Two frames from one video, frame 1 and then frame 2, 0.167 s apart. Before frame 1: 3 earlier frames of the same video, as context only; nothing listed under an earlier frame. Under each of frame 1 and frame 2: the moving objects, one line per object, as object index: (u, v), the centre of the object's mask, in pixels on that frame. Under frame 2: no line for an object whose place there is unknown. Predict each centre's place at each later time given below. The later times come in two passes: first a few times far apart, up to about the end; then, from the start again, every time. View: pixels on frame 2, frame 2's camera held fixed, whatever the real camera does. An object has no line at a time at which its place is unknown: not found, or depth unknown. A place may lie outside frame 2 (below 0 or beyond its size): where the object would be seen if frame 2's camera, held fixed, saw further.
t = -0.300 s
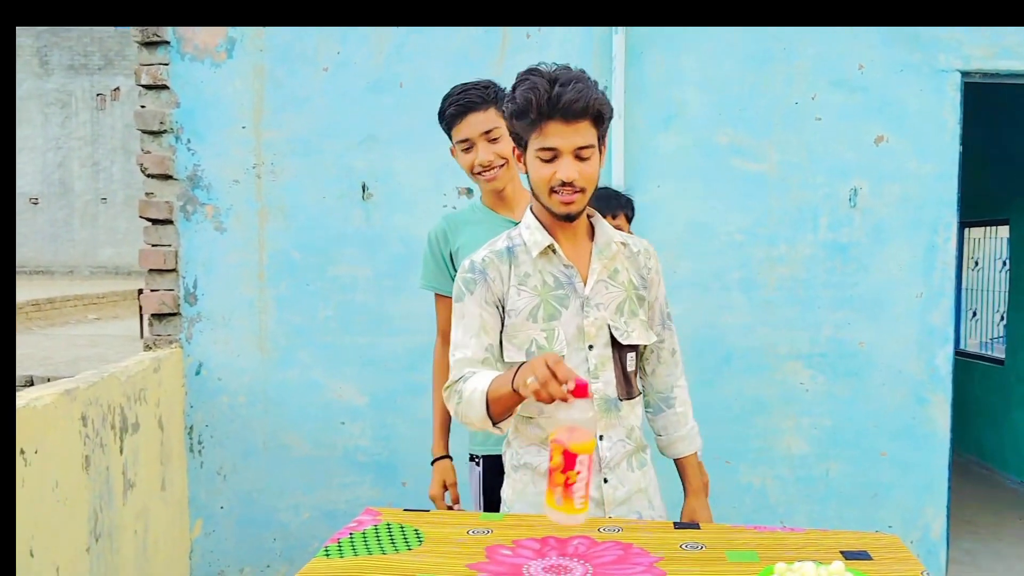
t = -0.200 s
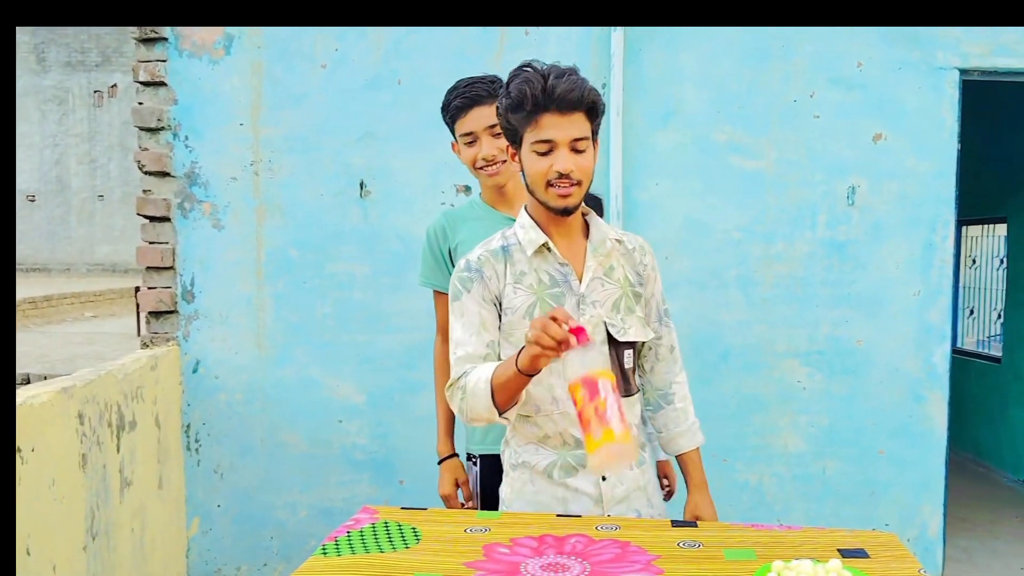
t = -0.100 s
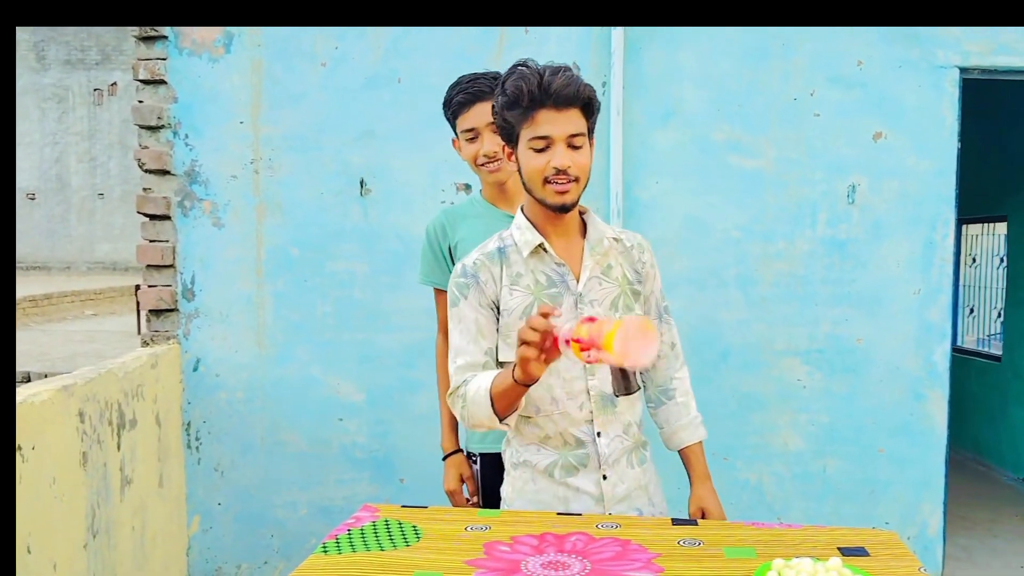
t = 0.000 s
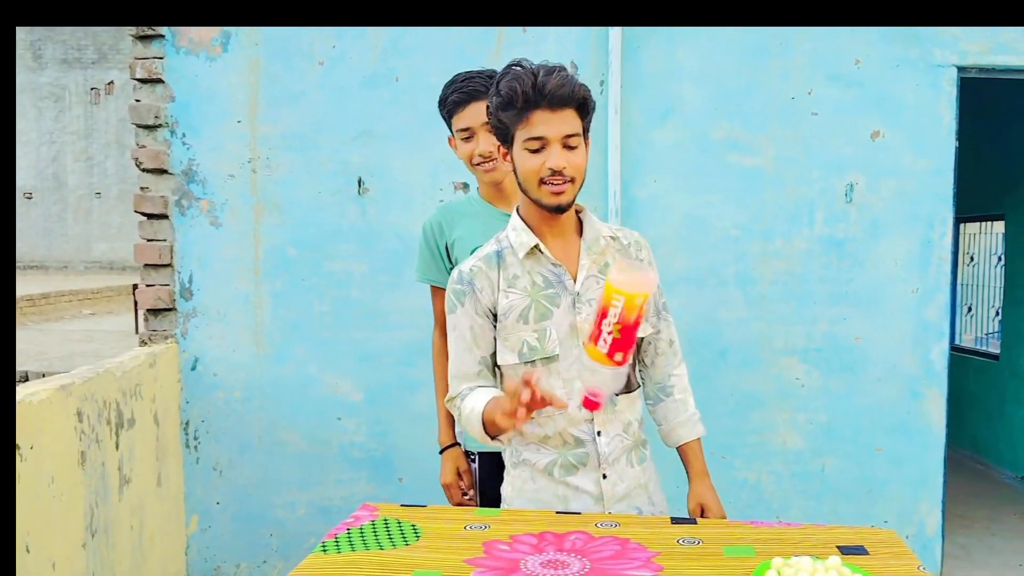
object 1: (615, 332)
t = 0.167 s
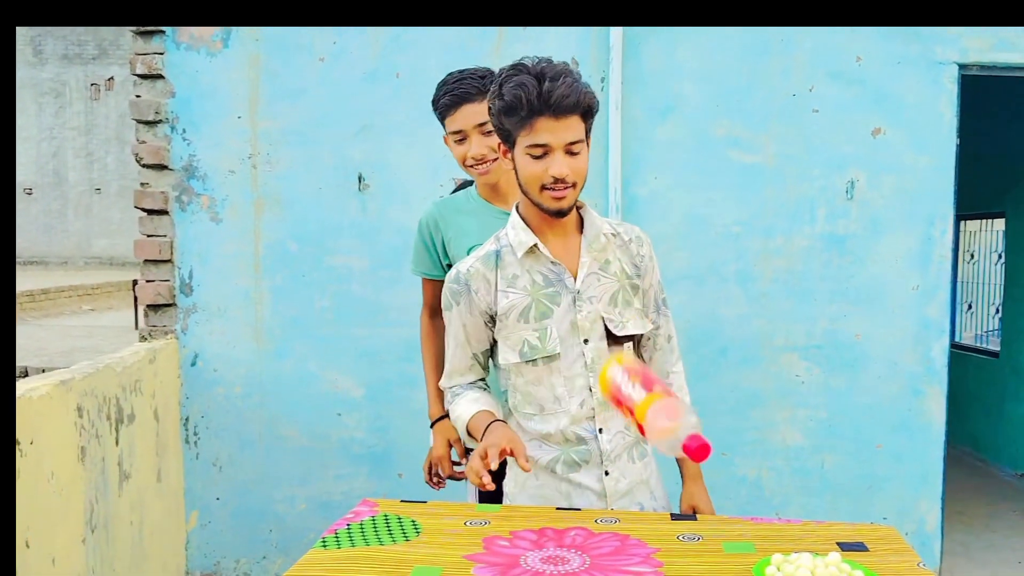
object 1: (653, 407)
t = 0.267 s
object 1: (651, 528)
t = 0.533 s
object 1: (701, 558)
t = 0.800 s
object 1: (716, 558)
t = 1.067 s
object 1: (710, 563)
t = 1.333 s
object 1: (705, 556)
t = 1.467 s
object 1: (704, 556)
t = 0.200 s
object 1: (655, 438)
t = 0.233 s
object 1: (655, 477)
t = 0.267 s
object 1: (651, 528)
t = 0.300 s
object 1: (661, 538)
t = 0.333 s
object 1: (669, 539)
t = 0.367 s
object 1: (681, 547)
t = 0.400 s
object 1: (689, 556)
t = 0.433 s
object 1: (685, 558)
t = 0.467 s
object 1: (692, 559)
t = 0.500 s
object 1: (697, 557)
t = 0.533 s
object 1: (701, 558)
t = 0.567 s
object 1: (706, 557)
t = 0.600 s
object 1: (711, 557)
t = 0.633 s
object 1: (715, 557)
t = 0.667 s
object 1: (715, 557)
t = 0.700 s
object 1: (715, 557)
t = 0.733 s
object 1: (717, 558)
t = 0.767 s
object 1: (716, 559)
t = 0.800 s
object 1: (716, 558)
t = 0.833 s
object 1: (716, 559)
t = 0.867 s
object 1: (714, 560)
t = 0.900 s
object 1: (712, 561)
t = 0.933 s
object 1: (710, 562)
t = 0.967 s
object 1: (708, 563)
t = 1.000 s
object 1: (708, 562)
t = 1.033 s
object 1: (709, 563)
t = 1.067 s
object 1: (710, 563)
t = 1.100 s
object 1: (709, 563)
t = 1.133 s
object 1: (708, 562)
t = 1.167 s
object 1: (708, 562)
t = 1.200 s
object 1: (708, 561)
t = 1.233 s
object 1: (708, 559)
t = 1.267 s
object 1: (708, 558)
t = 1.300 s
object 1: (707, 557)
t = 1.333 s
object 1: (705, 556)
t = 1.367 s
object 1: (705, 556)
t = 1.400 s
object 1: (704, 556)
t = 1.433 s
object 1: (705, 556)
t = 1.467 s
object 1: (704, 556)
